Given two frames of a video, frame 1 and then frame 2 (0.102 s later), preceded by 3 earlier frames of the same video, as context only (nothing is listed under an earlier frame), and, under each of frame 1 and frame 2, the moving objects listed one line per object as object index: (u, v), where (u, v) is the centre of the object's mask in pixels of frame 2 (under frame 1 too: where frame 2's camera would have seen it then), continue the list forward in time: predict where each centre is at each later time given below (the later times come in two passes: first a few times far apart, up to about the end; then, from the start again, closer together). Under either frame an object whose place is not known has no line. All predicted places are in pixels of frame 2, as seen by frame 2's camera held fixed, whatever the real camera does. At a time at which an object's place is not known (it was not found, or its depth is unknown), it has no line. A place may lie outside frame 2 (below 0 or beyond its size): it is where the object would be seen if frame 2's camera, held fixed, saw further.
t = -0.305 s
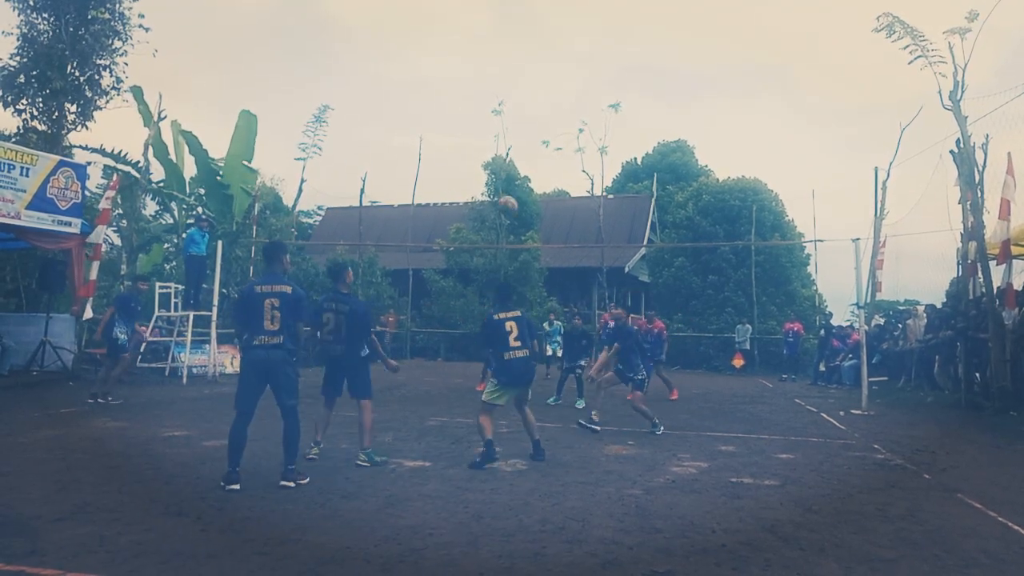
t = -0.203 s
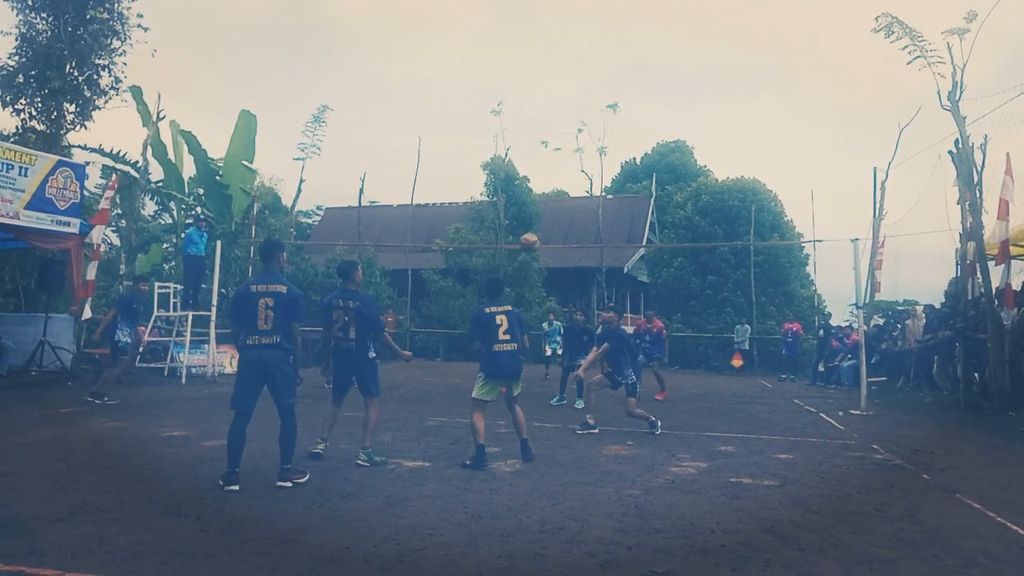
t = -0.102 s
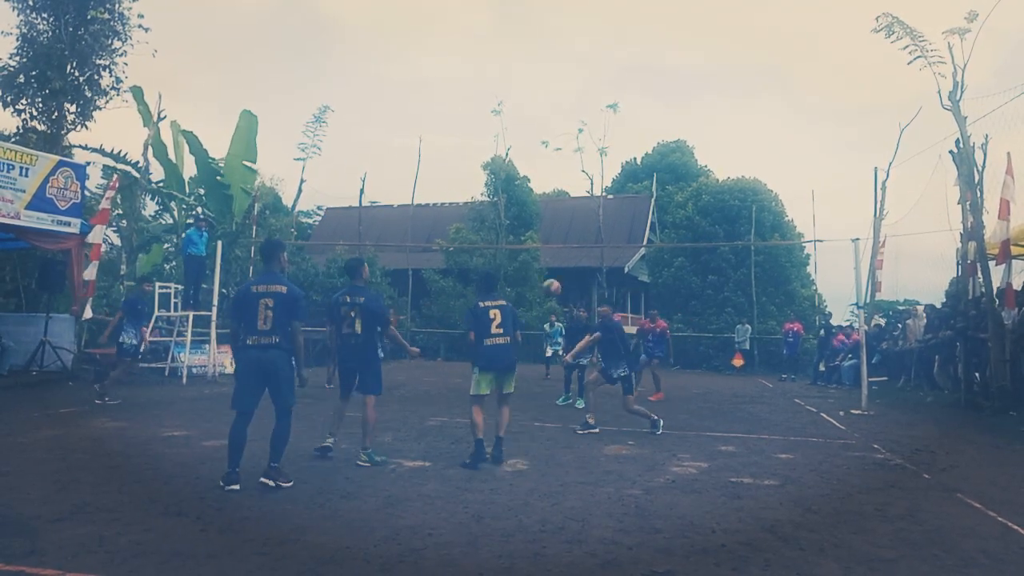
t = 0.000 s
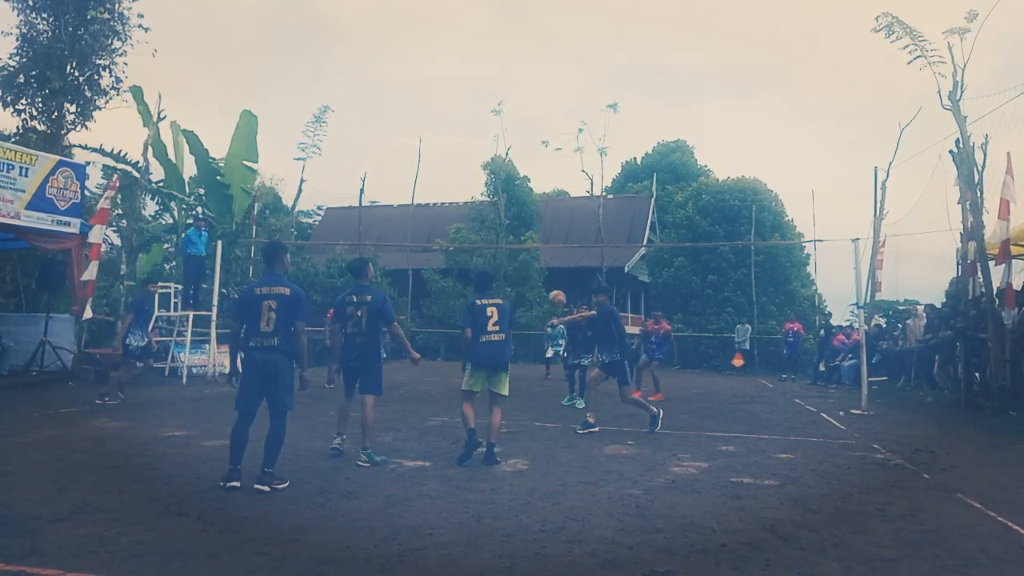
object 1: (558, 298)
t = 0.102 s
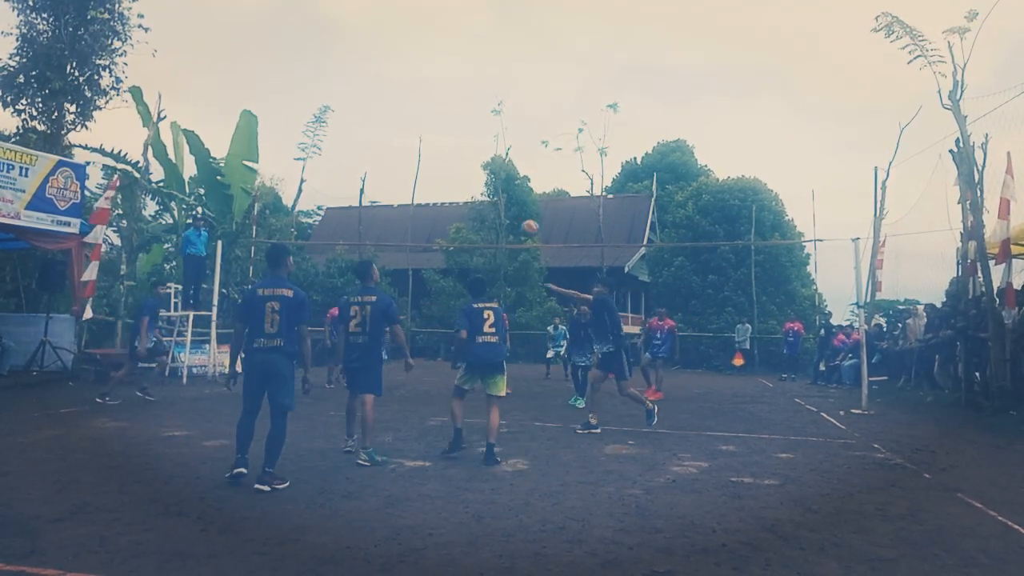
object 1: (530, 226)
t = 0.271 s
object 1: (487, 138)
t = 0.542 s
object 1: (425, 52)
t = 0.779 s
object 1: (375, 29)
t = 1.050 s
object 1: (320, 55)
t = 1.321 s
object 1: (269, 129)
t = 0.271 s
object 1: (487, 138)
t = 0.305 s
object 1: (479, 123)
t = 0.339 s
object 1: (471, 110)
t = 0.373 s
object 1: (463, 97)
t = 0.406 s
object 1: (455, 86)
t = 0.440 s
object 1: (447, 76)
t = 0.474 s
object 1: (440, 67)
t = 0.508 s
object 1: (432, 59)
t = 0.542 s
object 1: (425, 52)
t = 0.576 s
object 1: (418, 46)
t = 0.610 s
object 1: (410, 41)
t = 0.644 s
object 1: (403, 37)
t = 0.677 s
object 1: (396, 34)
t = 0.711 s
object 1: (389, 31)
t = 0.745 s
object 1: (382, 30)
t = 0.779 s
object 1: (375, 29)
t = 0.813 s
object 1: (368, 29)
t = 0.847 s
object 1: (361, 31)
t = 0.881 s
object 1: (354, 33)
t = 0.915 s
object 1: (347, 36)
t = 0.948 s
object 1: (341, 40)
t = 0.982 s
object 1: (334, 44)
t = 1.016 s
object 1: (327, 49)
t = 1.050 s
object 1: (320, 55)
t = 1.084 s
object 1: (314, 62)
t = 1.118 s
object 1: (307, 70)
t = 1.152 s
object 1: (301, 78)
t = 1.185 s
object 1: (294, 86)
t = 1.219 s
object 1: (288, 96)
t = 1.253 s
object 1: (281, 107)
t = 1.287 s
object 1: (275, 118)
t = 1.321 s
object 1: (269, 129)
